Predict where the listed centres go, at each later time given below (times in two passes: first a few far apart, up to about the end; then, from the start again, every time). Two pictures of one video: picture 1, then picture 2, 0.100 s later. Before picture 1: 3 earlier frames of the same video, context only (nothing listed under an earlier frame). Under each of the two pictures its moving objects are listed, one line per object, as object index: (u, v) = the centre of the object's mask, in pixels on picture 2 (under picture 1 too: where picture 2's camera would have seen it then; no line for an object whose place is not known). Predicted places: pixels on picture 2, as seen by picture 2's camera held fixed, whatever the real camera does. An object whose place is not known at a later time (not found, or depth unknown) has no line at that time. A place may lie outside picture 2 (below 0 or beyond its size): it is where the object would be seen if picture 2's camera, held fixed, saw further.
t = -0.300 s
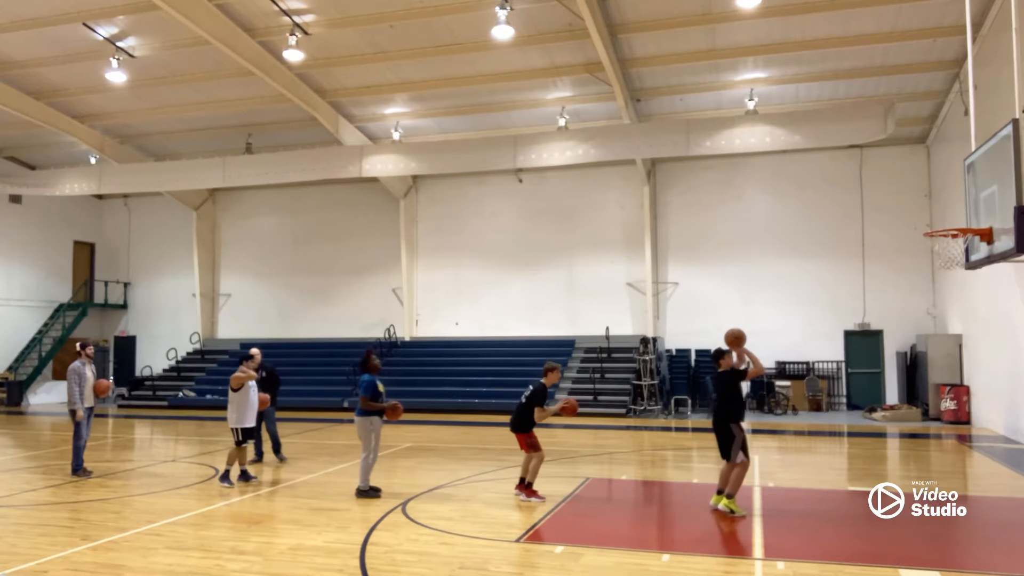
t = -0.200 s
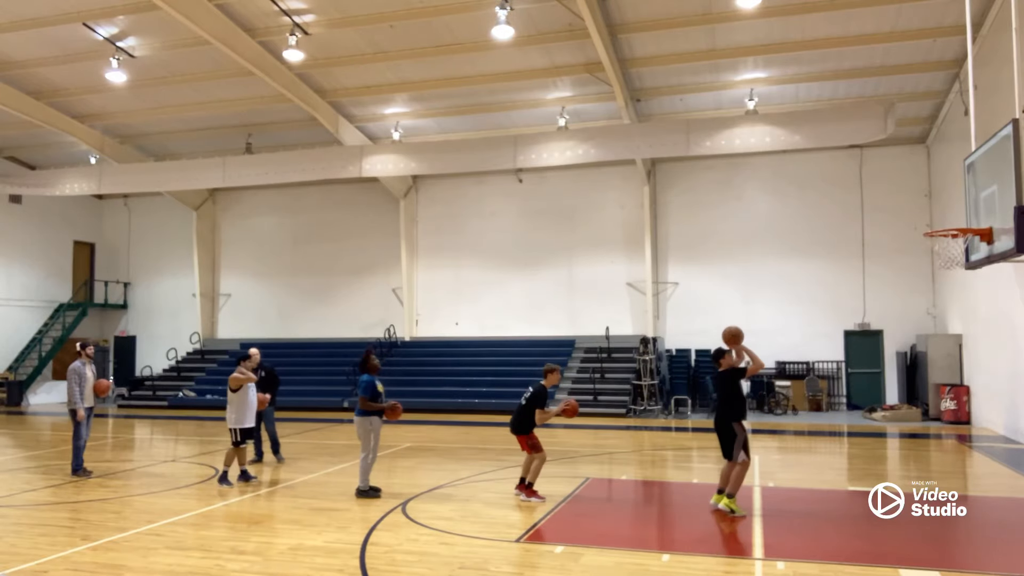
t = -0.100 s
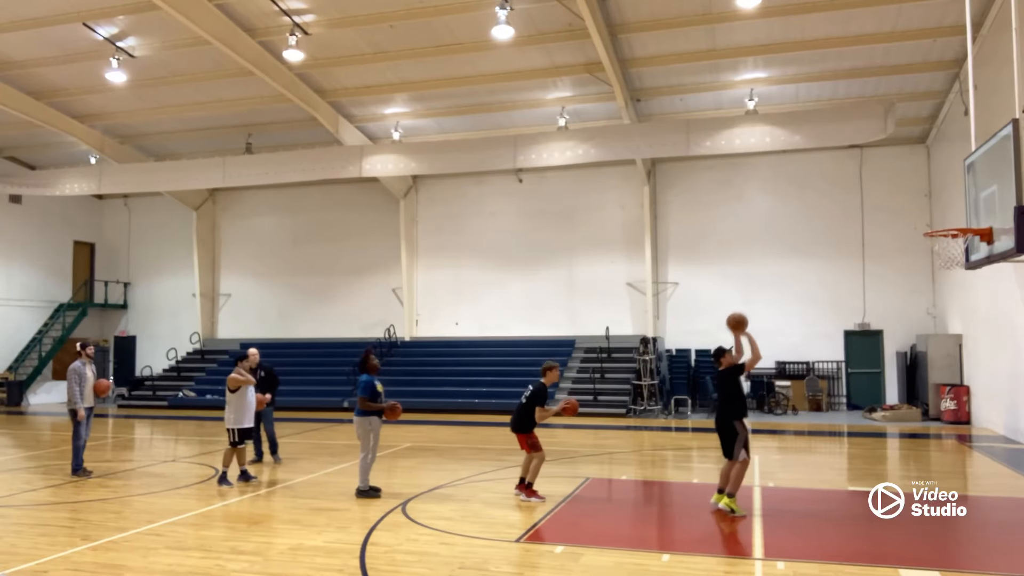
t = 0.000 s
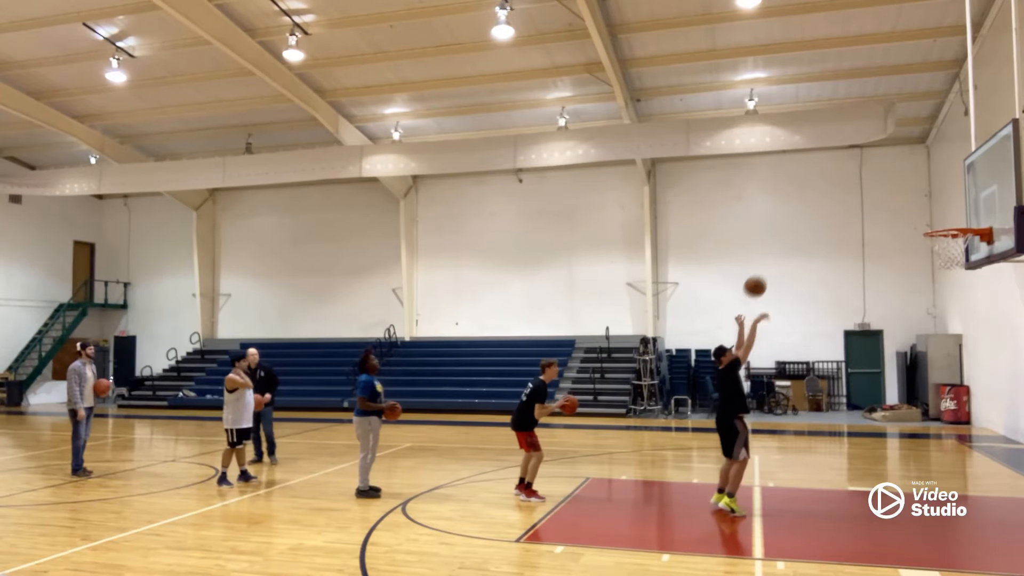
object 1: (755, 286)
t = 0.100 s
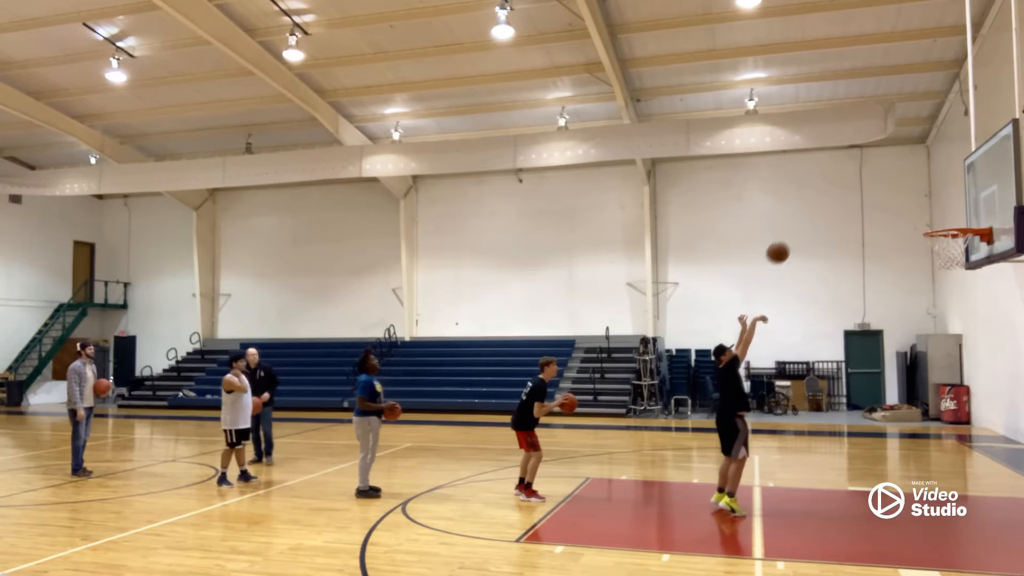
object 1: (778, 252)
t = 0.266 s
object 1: (817, 213)
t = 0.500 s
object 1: (874, 197)
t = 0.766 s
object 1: (939, 223)
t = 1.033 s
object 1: (962, 257)
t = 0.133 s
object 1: (785, 243)
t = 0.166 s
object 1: (793, 234)
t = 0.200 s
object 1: (801, 226)
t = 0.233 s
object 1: (809, 220)
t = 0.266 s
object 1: (817, 213)
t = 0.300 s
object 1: (825, 208)
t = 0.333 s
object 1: (833, 204)
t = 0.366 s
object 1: (841, 201)
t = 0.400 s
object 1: (849, 199)
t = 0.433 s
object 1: (858, 197)
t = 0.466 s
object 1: (866, 197)
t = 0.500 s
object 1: (874, 197)
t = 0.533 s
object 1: (883, 199)
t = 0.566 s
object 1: (891, 201)
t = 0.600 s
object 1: (900, 205)
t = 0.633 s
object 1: (908, 210)
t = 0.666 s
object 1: (916, 215)
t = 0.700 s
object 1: (925, 222)
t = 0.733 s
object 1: (932, 223)
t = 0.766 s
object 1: (939, 223)
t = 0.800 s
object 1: (946, 229)
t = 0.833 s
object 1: (952, 233)
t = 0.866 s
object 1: (958, 239)
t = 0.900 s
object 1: (964, 244)
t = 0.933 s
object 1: (965, 246)
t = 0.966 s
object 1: (964, 248)
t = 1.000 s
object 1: (964, 252)
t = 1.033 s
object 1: (962, 257)
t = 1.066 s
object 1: (962, 262)
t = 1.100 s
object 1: (960, 269)
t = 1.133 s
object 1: (959, 277)
